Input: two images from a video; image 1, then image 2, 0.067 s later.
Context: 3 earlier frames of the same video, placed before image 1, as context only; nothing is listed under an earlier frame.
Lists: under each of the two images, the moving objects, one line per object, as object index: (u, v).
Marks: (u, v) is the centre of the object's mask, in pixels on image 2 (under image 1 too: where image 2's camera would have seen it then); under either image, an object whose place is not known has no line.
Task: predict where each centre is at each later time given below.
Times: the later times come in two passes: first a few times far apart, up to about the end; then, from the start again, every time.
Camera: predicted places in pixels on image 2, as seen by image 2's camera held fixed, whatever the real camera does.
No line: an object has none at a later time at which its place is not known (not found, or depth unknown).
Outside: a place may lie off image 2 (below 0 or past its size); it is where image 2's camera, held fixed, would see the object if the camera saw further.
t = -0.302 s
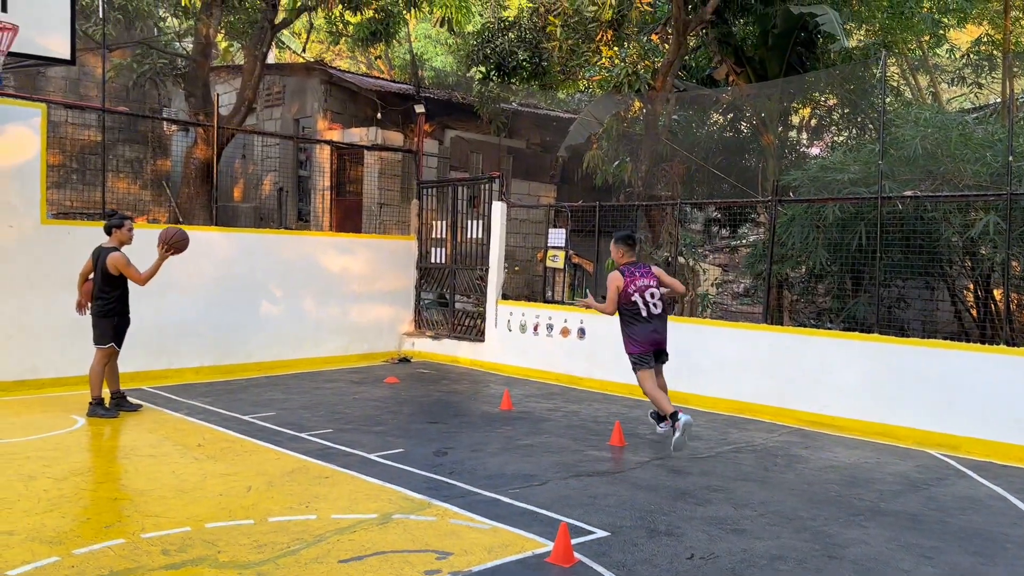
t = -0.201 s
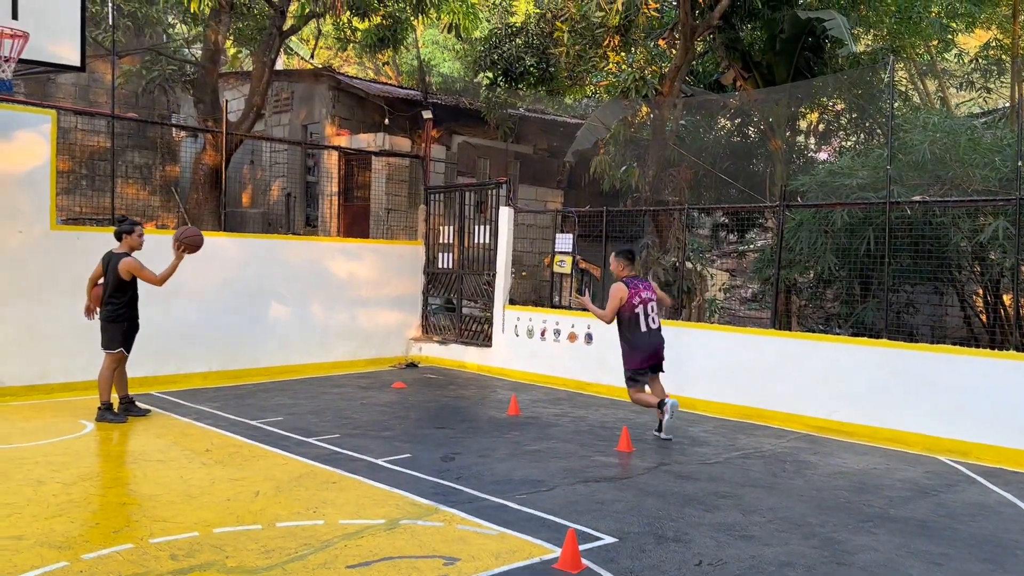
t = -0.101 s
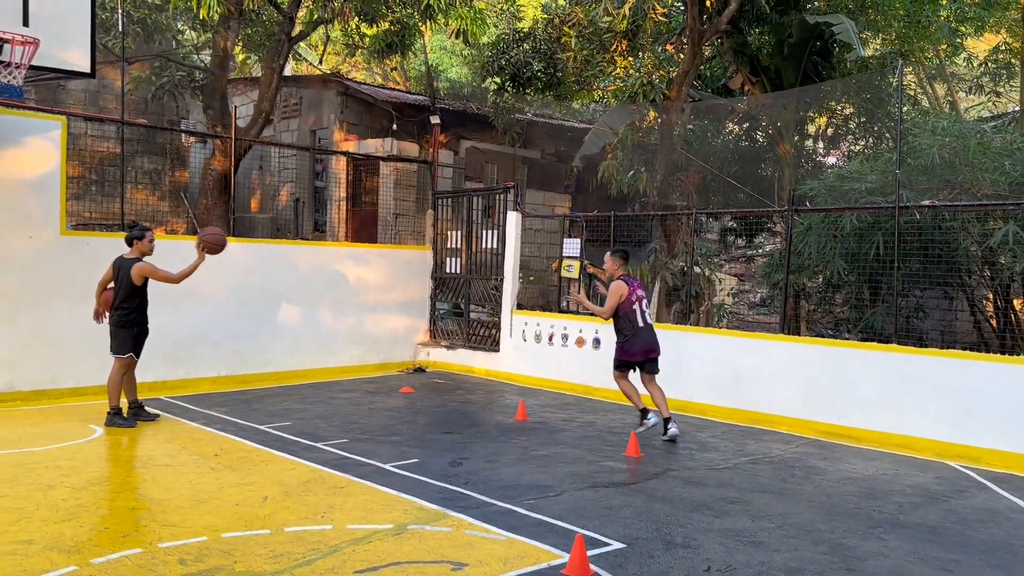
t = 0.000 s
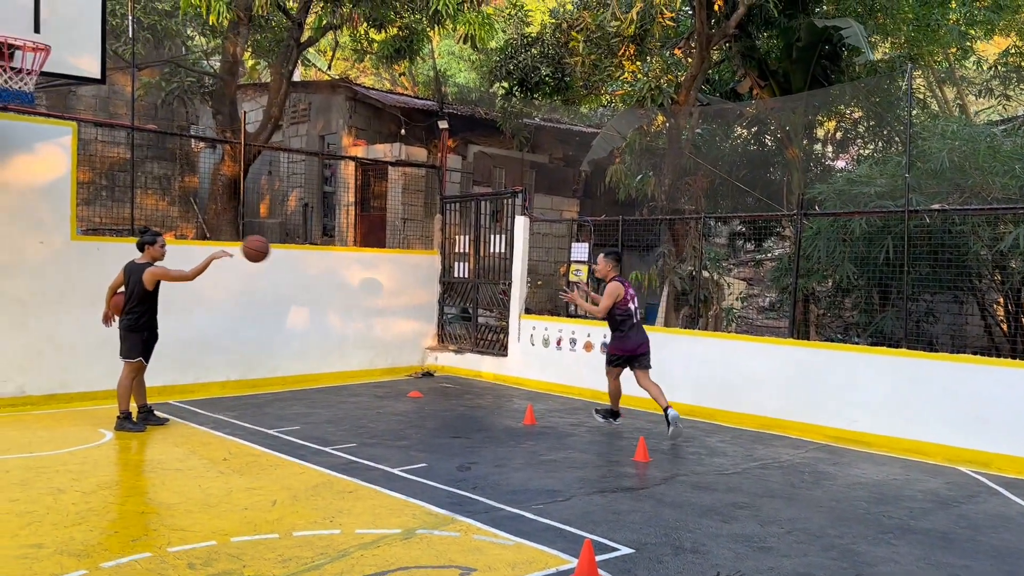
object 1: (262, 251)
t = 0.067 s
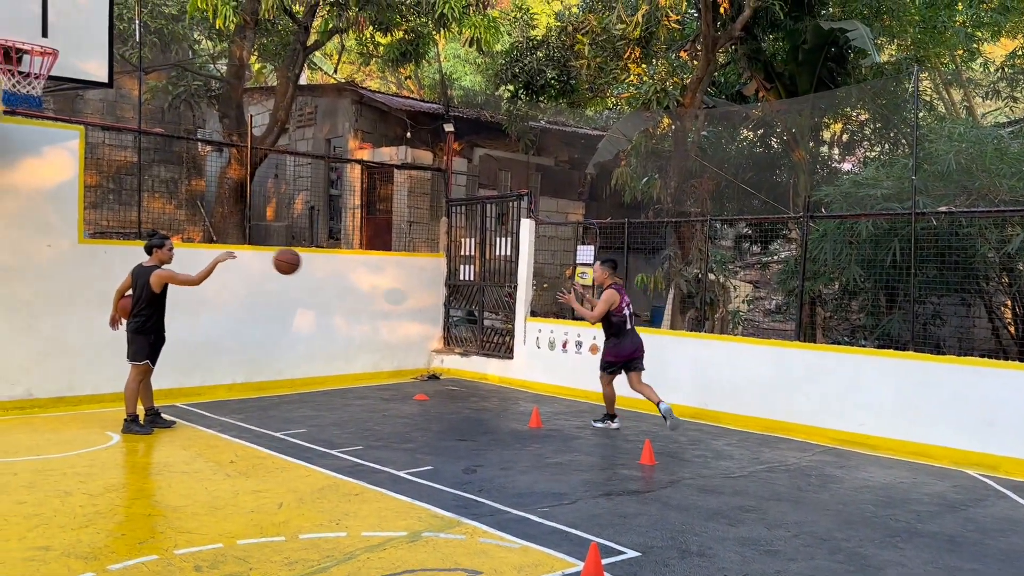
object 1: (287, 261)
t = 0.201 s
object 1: (334, 294)
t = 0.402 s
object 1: (398, 374)
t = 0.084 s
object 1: (293, 264)
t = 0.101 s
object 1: (299, 267)
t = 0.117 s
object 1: (305, 271)
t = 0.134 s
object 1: (311, 275)
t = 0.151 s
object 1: (317, 279)
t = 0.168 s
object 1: (323, 284)
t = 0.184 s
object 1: (328, 288)
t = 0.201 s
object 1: (334, 294)
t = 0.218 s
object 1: (340, 299)
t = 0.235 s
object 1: (345, 304)
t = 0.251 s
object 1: (351, 310)
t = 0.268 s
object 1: (357, 316)
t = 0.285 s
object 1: (362, 323)
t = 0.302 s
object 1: (367, 329)
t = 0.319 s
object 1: (372, 336)
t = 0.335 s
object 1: (378, 343)
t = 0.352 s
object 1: (383, 351)
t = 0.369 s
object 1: (388, 358)
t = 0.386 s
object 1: (393, 366)
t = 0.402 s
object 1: (398, 374)
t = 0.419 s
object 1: (404, 383)
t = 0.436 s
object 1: (408, 391)
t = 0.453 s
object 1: (413, 399)
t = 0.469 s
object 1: (417, 407)
